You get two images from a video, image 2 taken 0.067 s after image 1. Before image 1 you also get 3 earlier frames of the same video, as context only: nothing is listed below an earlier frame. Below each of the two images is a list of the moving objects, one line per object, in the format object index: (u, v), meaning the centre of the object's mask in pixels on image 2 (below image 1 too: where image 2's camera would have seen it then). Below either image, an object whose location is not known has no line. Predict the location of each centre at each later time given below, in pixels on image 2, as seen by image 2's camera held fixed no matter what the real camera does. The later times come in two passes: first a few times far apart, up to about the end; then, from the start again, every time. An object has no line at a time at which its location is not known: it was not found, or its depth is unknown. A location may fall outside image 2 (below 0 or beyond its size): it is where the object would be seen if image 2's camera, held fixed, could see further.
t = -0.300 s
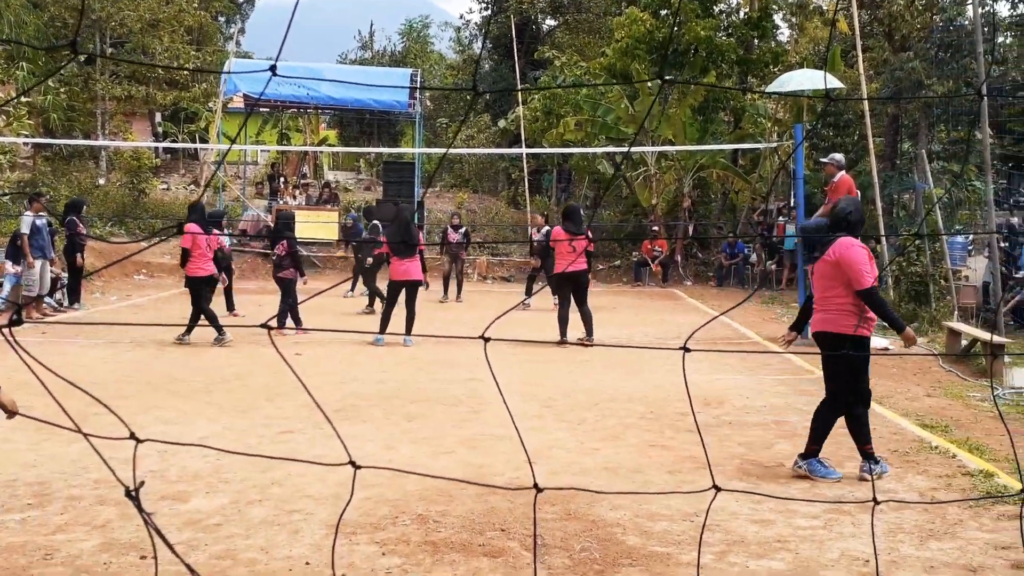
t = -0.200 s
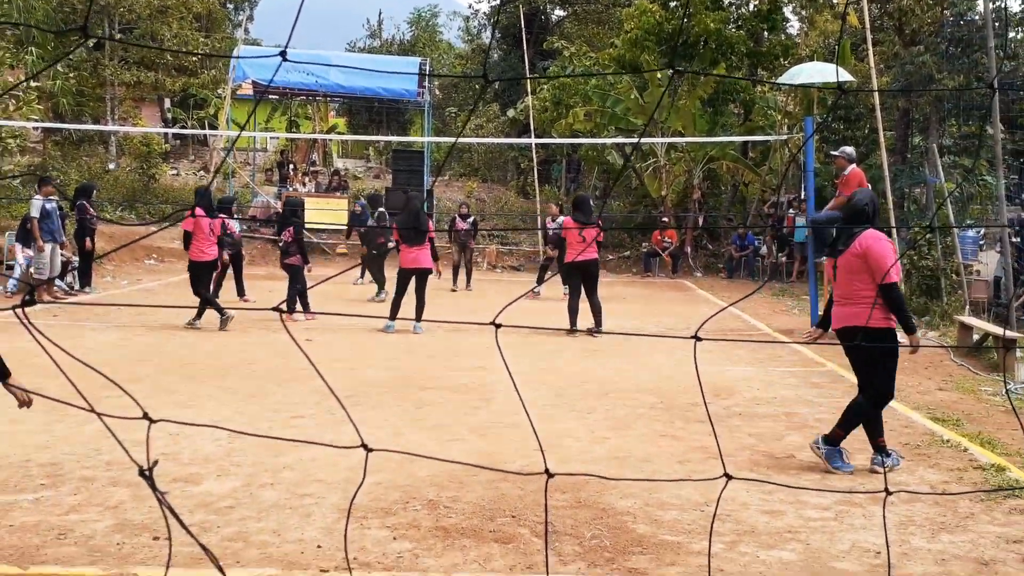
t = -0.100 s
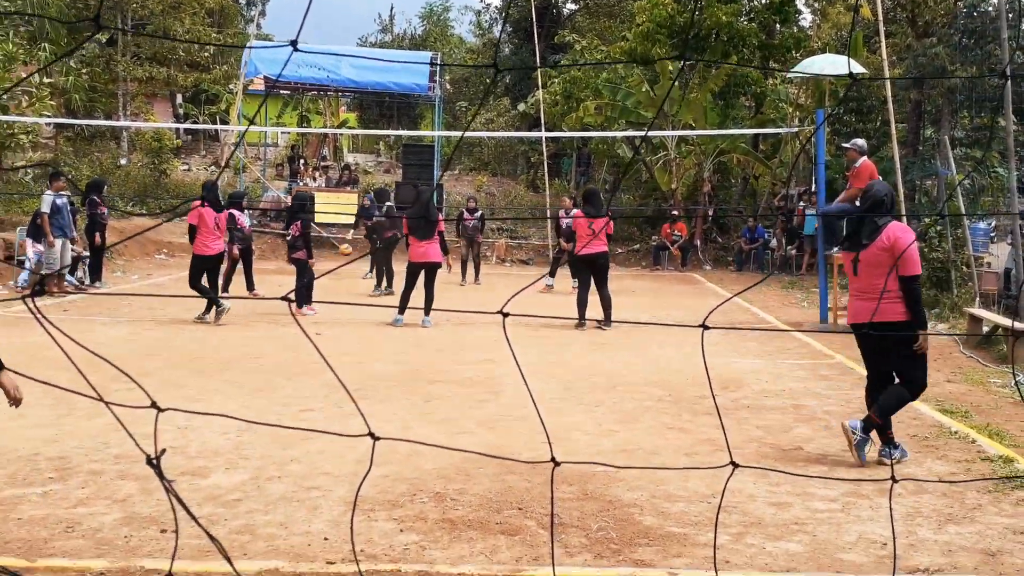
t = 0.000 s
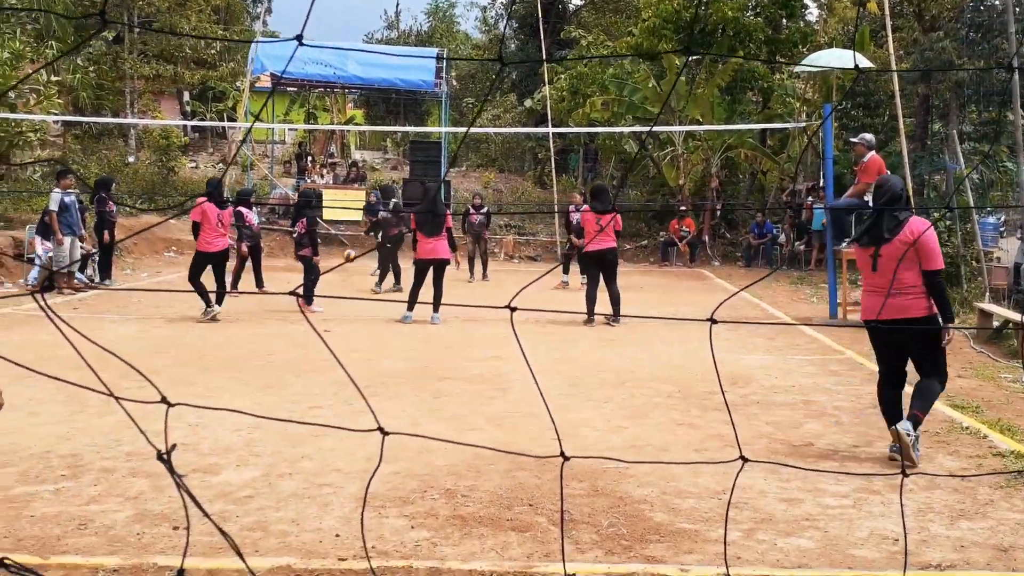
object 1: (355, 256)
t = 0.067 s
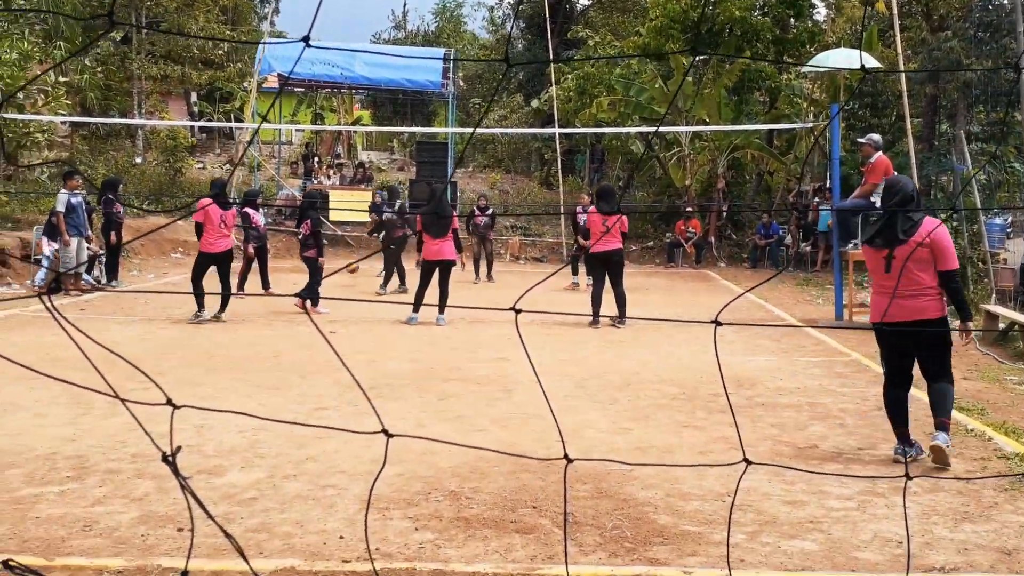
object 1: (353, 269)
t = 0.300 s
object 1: (343, 266)
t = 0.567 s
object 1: (337, 275)
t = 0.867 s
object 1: (330, 282)
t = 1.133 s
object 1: (326, 308)
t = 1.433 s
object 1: (320, 301)
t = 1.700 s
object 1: (315, 318)
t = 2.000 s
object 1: (311, 336)
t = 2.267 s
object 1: (308, 353)
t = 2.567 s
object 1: (301, 374)
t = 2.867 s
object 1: (294, 392)
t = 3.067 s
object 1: (287, 397)
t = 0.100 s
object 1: (350, 273)
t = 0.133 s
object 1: (348, 280)
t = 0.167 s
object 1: (347, 281)
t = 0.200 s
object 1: (347, 276)
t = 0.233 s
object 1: (346, 275)
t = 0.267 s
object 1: (345, 269)
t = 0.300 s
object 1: (343, 266)
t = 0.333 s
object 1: (343, 264)
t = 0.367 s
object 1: (342, 264)
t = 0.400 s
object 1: (341, 263)
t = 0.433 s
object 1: (340, 264)
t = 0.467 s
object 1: (339, 266)
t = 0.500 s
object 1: (338, 268)
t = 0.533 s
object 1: (338, 271)
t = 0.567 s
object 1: (337, 275)
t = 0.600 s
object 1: (336, 280)
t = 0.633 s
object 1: (335, 286)
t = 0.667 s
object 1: (334, 292)
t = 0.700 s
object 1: (333, 293)
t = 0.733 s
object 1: (333, 289)
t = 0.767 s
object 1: (332, 286)
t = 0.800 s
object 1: (332, 284)
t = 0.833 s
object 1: (331, 283)
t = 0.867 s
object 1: (330, 282)
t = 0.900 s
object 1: (330, 282)
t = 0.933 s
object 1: (329, 284)
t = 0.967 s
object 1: (328, 286)
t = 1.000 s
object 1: (328, 289)
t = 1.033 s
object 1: (327, 294)
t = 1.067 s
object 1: (326, 300)
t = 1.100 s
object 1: (326, 305)
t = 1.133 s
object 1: (326, 308)
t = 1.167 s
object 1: (325, 303)
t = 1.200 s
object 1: (324, 300)
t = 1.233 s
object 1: (323, 297)
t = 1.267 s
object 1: (323, 295)
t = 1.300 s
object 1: (323, 294)
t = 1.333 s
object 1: (322, 294)
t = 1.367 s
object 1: (321, 297)
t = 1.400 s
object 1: (321, 298)
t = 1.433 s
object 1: (320, 301)
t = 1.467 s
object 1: (319, 305)
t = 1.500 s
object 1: (319, 311)
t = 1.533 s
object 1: (318, 318)
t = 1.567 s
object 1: (317, 326)
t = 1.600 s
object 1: (317, 323)
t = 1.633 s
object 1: (316, 320)
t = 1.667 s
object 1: (316, 319)
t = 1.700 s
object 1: (315, 318)
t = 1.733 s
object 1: (315, 318)
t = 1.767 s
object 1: (315, 319)
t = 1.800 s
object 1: (314, 322)
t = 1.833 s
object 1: (314, 326)
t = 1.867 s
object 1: (313, 332)
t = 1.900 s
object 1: (313, 338)
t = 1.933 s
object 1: (313, 341)
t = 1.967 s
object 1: (312, 338)
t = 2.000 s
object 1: (311, 336)
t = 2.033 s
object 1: (311, 336)
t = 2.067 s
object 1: (311, 336)
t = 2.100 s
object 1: (310, 338)
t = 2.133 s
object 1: (310, 341)
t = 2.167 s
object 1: (310, 347)
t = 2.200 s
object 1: (309, 352)
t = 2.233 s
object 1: (308, 358)
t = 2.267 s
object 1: (308, 353)
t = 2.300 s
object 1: (307, 349)
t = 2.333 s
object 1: (306, 347)
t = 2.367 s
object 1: (306, 347)
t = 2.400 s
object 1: (305, 347)
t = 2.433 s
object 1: (304, 350)
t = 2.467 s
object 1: (304, 353)
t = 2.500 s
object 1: (303, 358)
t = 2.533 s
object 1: (302, 365)
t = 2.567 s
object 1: (301, 374)
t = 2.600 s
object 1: (301, 384)
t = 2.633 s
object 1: (300, 379)
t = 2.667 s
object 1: (299, 375)
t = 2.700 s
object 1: (298, 374)
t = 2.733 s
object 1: (298, 375)
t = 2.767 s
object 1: (297, 377)
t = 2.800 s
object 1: (295, 380)
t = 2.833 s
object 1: (295, 384)
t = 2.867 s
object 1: (294, 392)
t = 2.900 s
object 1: (293, 402)
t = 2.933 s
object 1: (293, 410)
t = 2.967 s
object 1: (291, 404)
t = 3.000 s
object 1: (290, 401)
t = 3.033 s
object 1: (289, 397)
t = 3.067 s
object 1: (287, 397)
